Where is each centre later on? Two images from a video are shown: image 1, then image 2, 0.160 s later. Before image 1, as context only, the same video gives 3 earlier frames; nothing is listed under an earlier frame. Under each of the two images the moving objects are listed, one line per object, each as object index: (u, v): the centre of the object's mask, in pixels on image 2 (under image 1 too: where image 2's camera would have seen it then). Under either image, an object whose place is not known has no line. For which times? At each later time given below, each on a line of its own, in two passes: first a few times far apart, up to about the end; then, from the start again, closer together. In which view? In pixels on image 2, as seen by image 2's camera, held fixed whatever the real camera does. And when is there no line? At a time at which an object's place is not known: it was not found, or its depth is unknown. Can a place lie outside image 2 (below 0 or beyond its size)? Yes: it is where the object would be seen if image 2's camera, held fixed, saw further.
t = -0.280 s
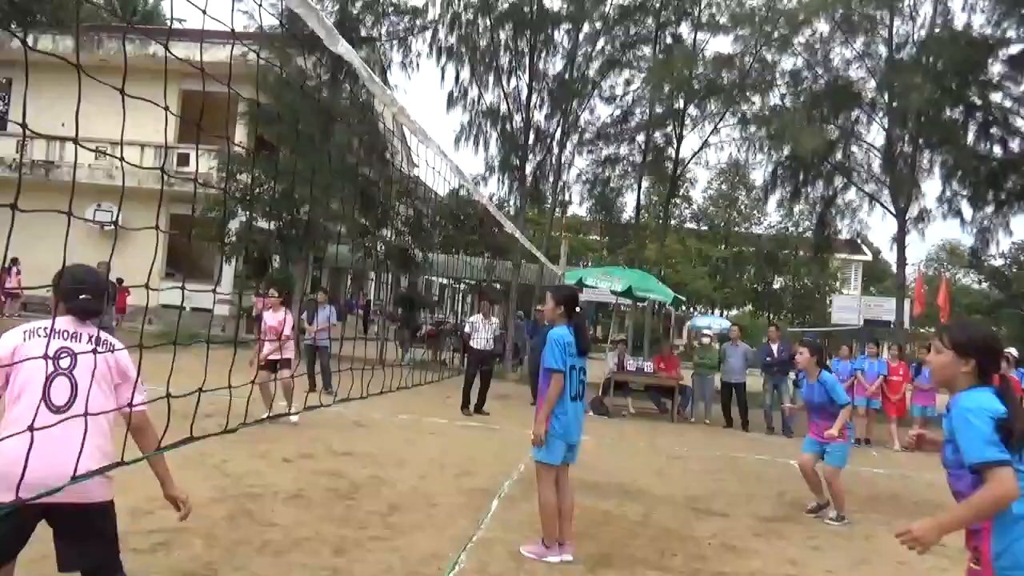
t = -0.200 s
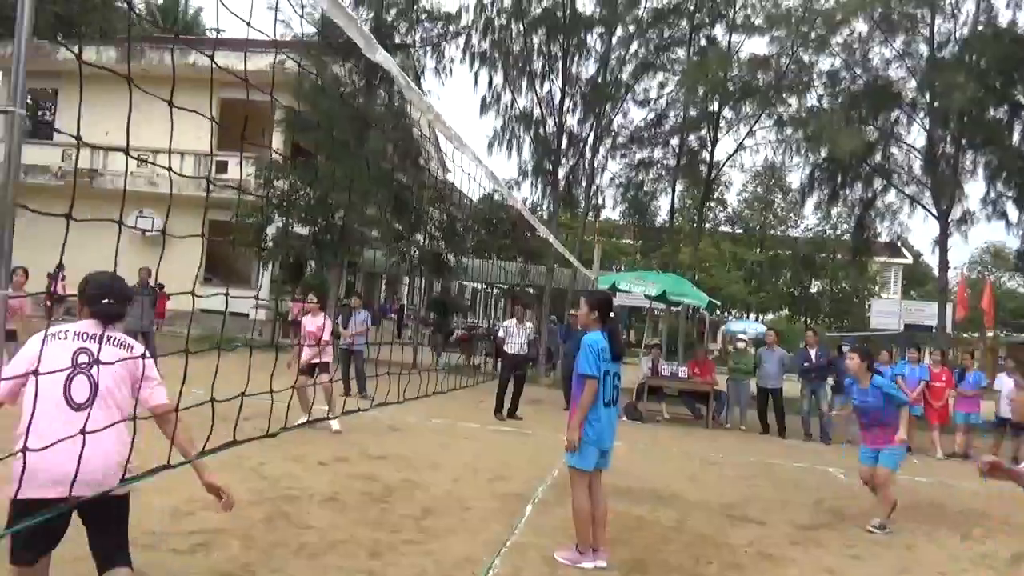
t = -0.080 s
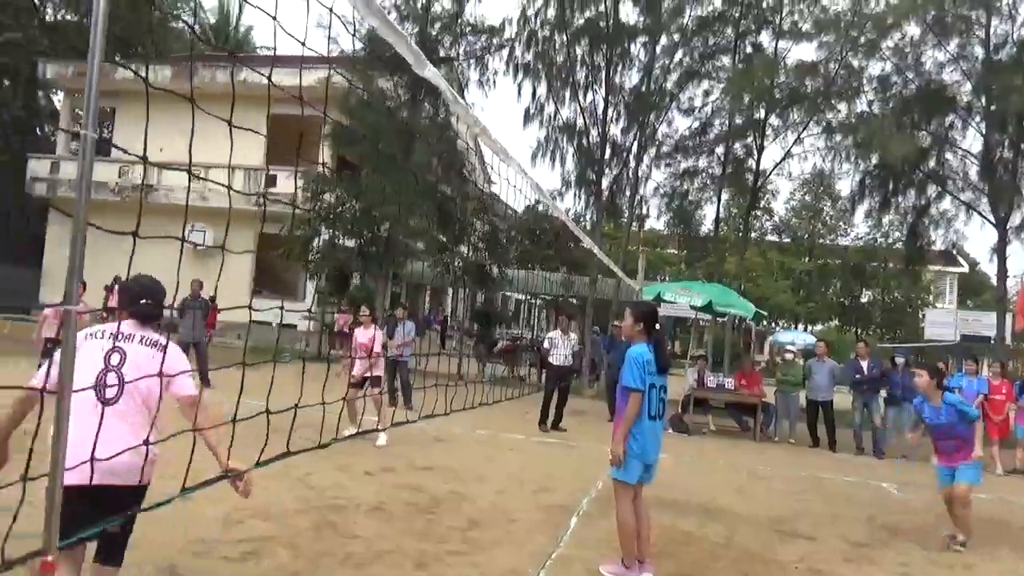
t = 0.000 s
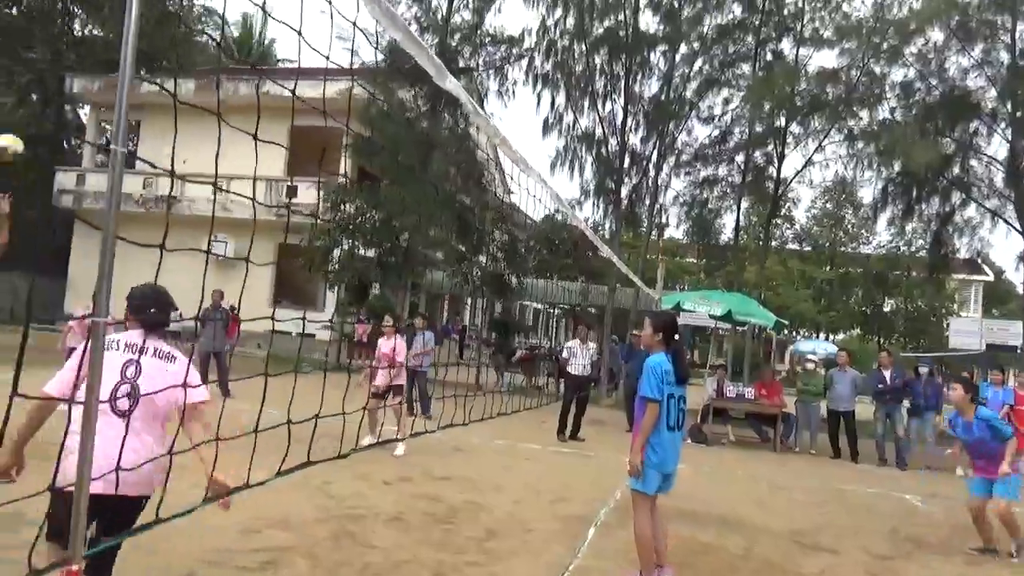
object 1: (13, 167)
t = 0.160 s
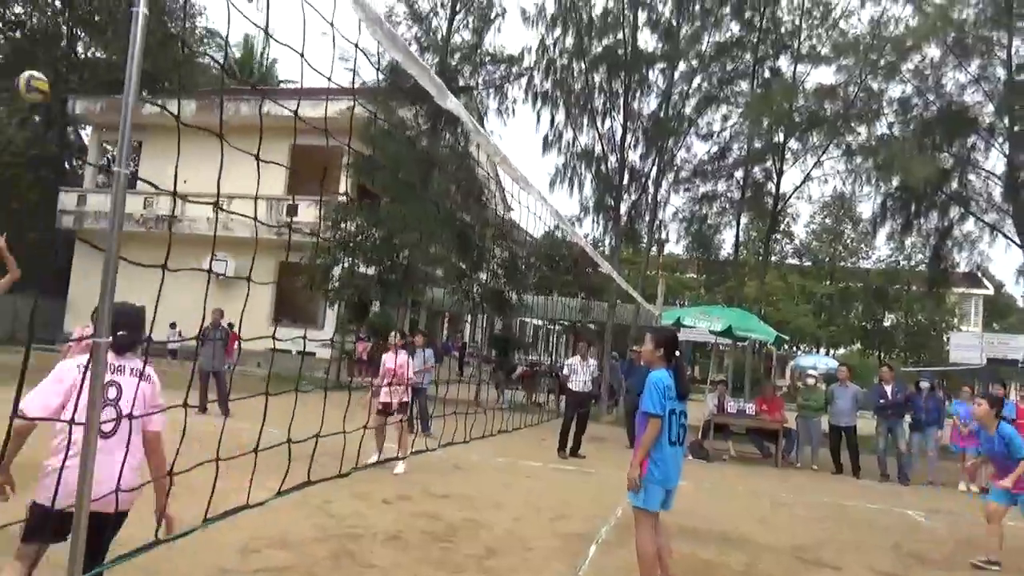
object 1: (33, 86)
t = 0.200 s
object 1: (38, 70)
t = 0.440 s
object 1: (57, 8)
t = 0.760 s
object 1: (98, 59)
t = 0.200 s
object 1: (38, 70)
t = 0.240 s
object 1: (42, 54)
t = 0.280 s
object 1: (47, 42)
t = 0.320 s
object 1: (50, 31)
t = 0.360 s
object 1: (53, 21)
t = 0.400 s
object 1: (54, 12)
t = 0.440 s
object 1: (57, 8)
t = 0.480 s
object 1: (57, 4)
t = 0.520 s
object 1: (64, 6)
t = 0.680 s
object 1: (87, 34)
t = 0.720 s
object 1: (92, 44)
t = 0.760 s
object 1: (98, 59)
